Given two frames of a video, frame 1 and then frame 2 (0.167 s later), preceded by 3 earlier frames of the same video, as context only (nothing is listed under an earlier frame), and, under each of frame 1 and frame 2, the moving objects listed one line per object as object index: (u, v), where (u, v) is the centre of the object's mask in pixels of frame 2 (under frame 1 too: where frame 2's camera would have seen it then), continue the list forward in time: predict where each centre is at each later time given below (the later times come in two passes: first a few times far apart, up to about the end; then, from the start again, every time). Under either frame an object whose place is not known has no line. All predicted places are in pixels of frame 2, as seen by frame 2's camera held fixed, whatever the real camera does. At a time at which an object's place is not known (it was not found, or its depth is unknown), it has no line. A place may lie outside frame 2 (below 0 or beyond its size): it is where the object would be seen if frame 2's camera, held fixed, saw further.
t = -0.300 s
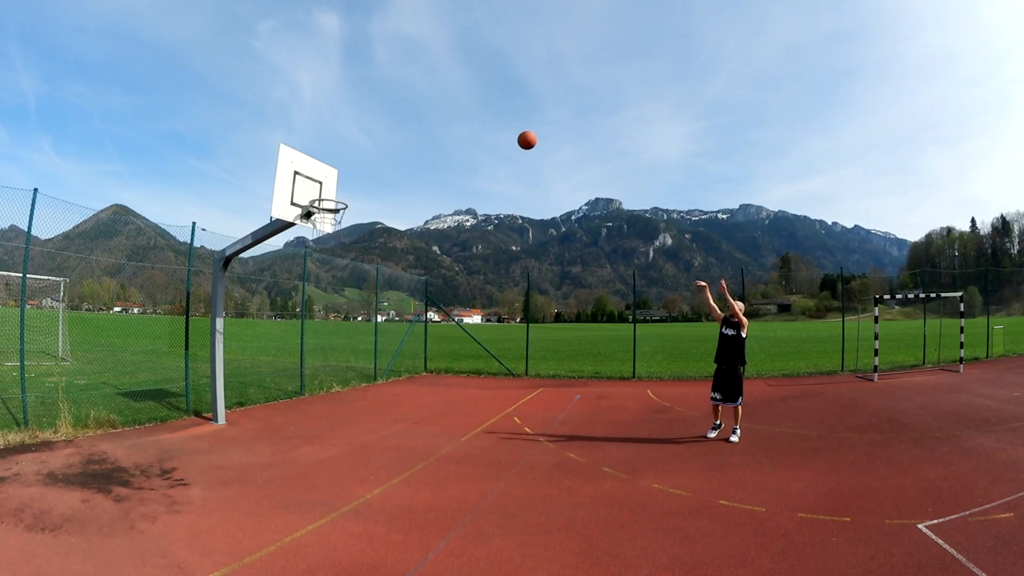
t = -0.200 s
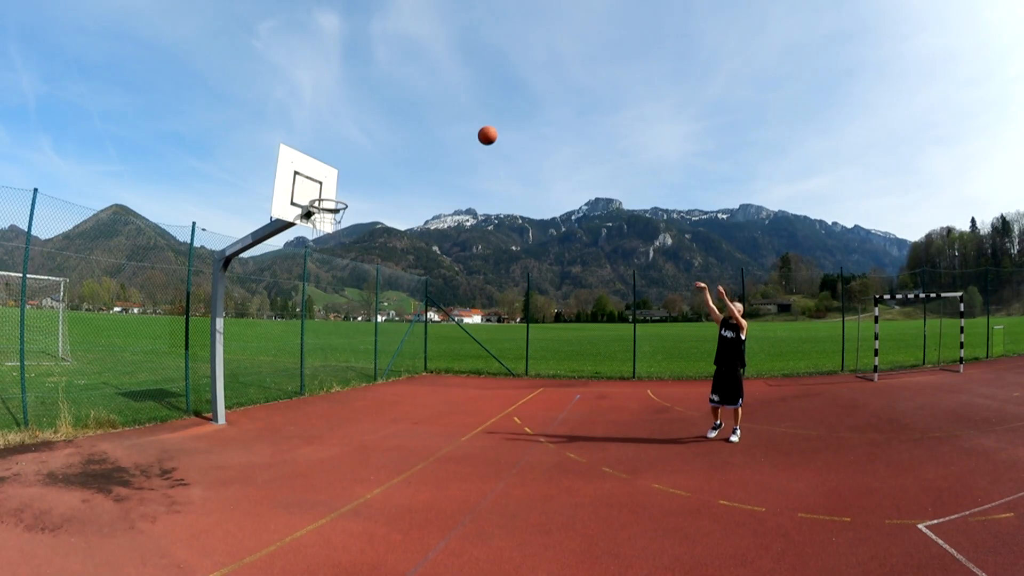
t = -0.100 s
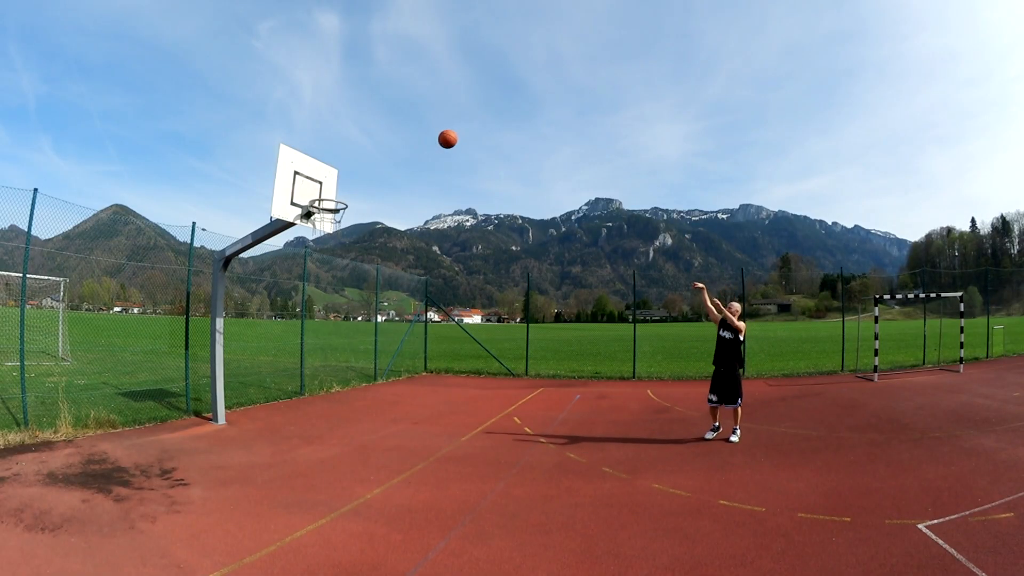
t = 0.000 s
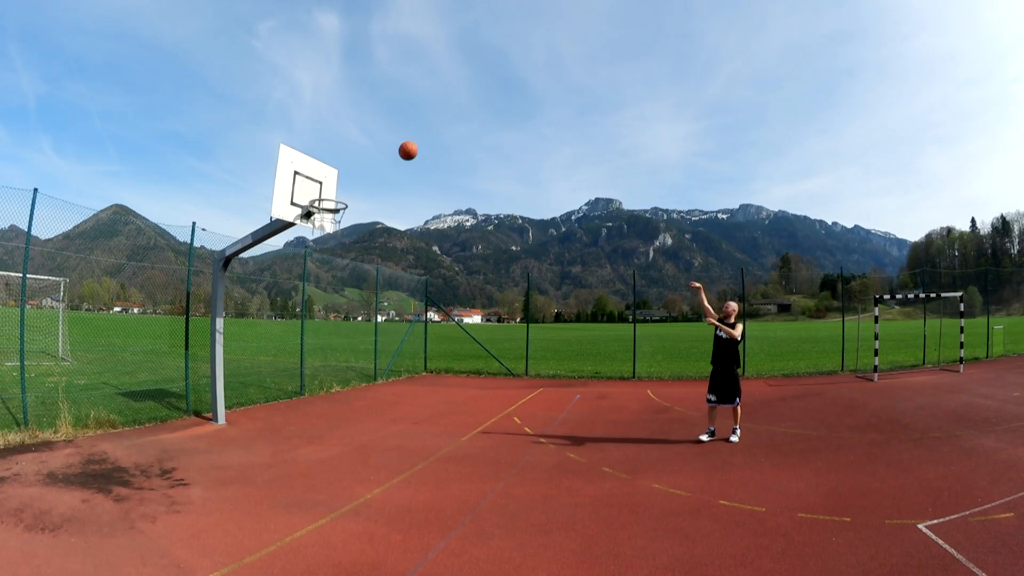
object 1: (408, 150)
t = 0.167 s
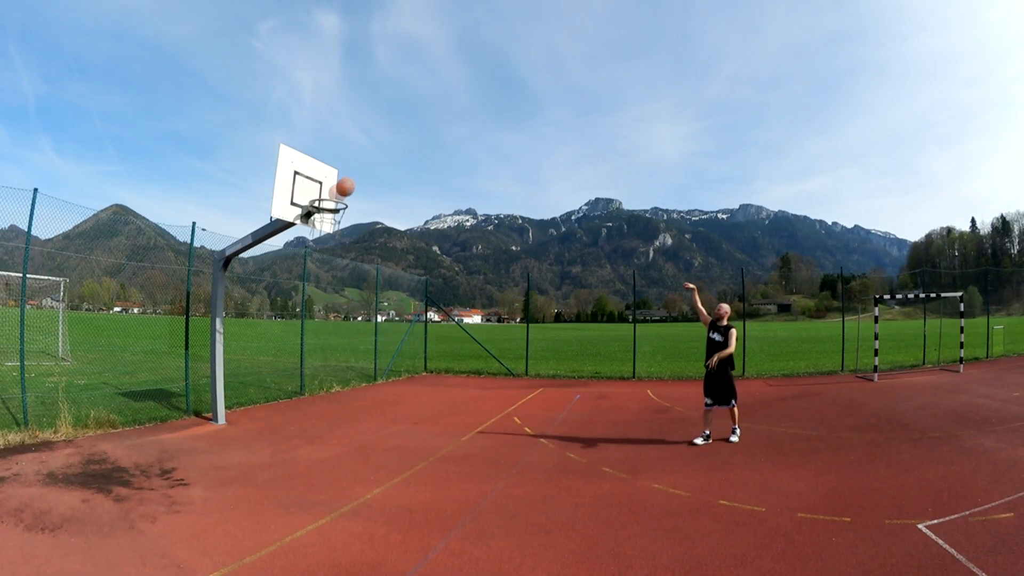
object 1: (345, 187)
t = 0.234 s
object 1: (317, 210)
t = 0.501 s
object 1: (325, 258)
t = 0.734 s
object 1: (333, 347)
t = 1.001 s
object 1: (347, 404)
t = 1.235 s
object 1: (364, 329)
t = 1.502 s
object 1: (383, 297)
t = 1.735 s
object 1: (399, 312)
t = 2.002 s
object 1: (415, 376)
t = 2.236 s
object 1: (427, 400)
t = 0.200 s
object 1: (329, 199)
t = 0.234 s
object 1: (317, 210)
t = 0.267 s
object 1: (316, 215)
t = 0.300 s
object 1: (318, 219)
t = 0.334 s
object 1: (319, 224)
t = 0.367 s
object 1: (320, 228)
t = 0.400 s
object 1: (322, 235)
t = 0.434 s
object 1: (323, 242)
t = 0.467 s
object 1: (324, 248)
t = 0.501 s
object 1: (325, 258)
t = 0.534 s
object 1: (326, 270)
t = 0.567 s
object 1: (327, 276)
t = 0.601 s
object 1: (329, 290)
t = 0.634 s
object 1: (330, 304)
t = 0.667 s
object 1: (331, 313)
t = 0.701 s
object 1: (332, 329)
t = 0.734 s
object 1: (333, 347)
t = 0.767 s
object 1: (334, 356)
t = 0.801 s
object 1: (336, 375)
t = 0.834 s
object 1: (338, 396)
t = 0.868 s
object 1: (339, 406)
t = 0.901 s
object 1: (341, 428)
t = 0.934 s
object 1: (343, 429)
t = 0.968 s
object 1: (345, 417)
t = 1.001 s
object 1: (347, 404)
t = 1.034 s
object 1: (350, 389)
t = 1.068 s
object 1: (351, 381)
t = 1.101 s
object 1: (354, 368)
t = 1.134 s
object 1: (357, 355)
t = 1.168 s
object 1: (359, 348)
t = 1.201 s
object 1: (361, 338)
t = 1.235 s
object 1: (364, 329)
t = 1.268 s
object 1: (366, 325)
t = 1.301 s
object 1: (369, 317)
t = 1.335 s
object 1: (371, 311)
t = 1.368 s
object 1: (374, 306)
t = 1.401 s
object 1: (376, 303)
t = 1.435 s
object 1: (378, 300)
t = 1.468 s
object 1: (381, 299)
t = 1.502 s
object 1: (383, 297)
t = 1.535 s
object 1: (386, 297)
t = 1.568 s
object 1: (388, 297)
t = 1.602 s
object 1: (390, 298)
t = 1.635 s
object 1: (392, 301)
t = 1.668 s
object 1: (394, 303)
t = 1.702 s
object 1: (396, 307)
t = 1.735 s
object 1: (399, 312)
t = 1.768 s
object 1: (401, 317)
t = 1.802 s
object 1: (402, 323)
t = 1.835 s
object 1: (405, 331)
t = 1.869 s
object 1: (407, 338)
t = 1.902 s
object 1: (409, 346)
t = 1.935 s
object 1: (411, 357)
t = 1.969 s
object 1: (413, 365)
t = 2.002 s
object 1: (415, 376)
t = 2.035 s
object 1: (417, 390)
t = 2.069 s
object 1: (419, 397)
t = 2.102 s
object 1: (421, 412)
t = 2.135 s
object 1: (423, 428)
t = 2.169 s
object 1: (425, 420)
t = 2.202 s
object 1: (426, 412)
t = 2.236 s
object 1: (427, 400)
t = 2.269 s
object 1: (429, 392)
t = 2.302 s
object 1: (430, 384)
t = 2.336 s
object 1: (431, 375)
